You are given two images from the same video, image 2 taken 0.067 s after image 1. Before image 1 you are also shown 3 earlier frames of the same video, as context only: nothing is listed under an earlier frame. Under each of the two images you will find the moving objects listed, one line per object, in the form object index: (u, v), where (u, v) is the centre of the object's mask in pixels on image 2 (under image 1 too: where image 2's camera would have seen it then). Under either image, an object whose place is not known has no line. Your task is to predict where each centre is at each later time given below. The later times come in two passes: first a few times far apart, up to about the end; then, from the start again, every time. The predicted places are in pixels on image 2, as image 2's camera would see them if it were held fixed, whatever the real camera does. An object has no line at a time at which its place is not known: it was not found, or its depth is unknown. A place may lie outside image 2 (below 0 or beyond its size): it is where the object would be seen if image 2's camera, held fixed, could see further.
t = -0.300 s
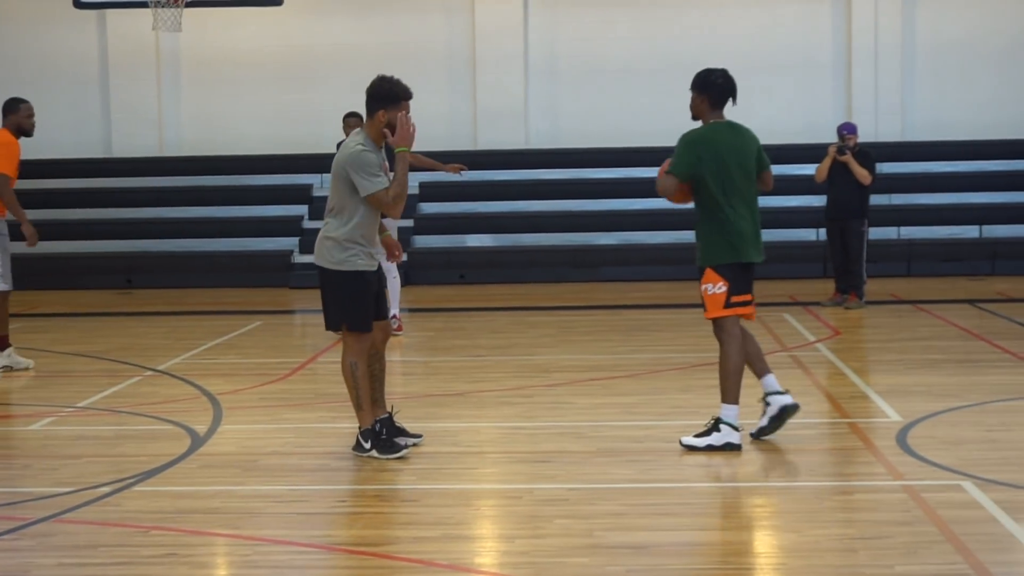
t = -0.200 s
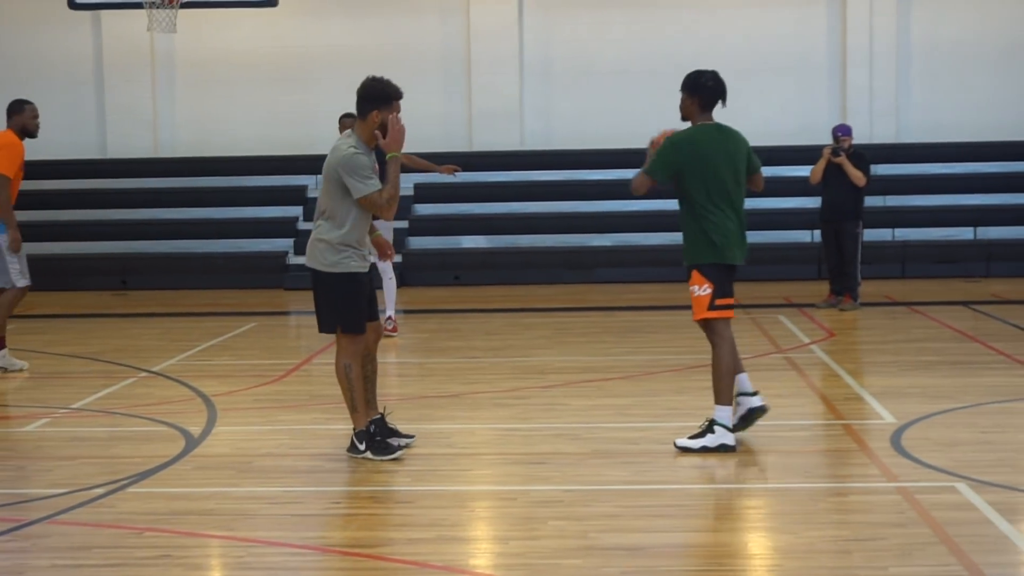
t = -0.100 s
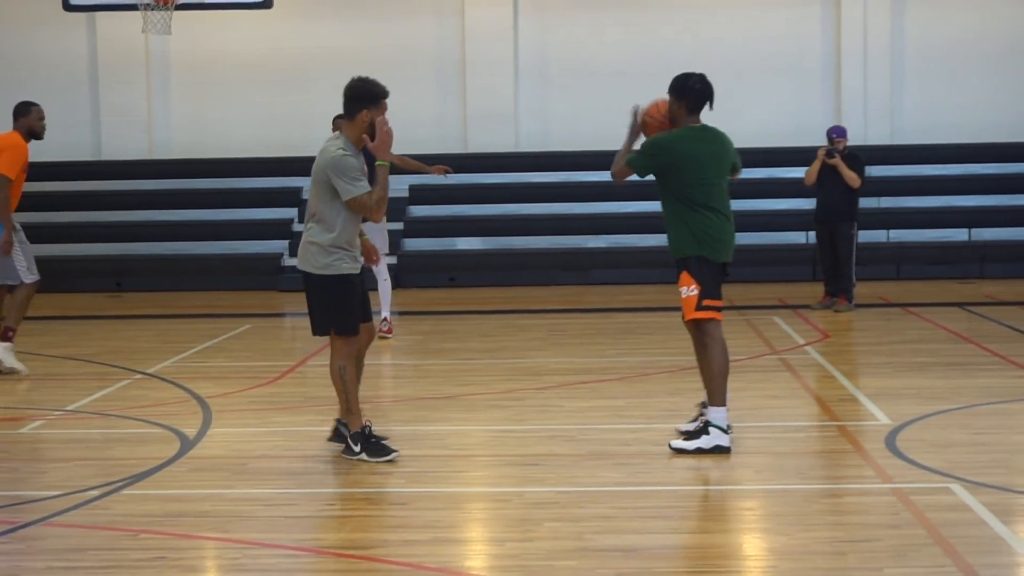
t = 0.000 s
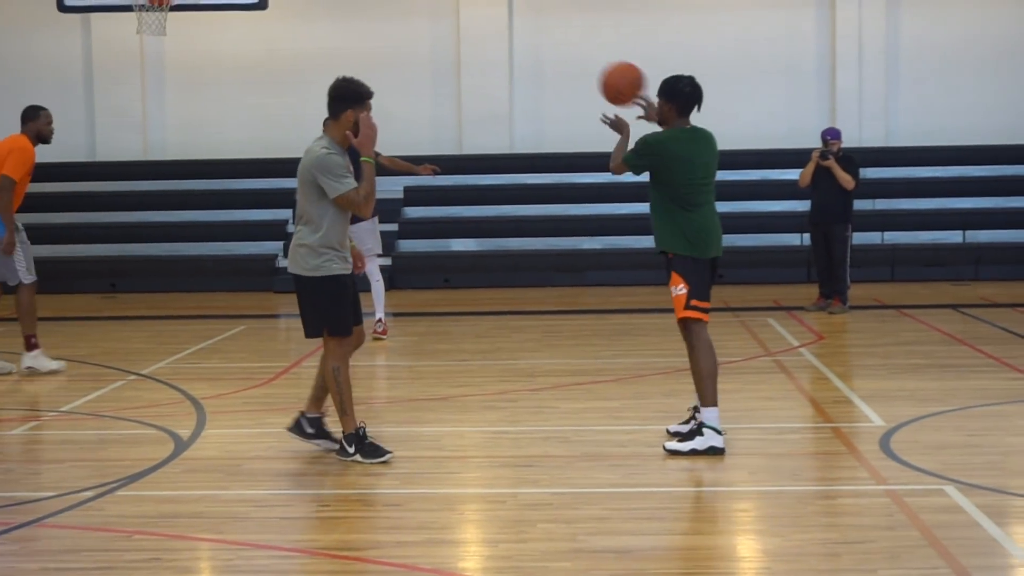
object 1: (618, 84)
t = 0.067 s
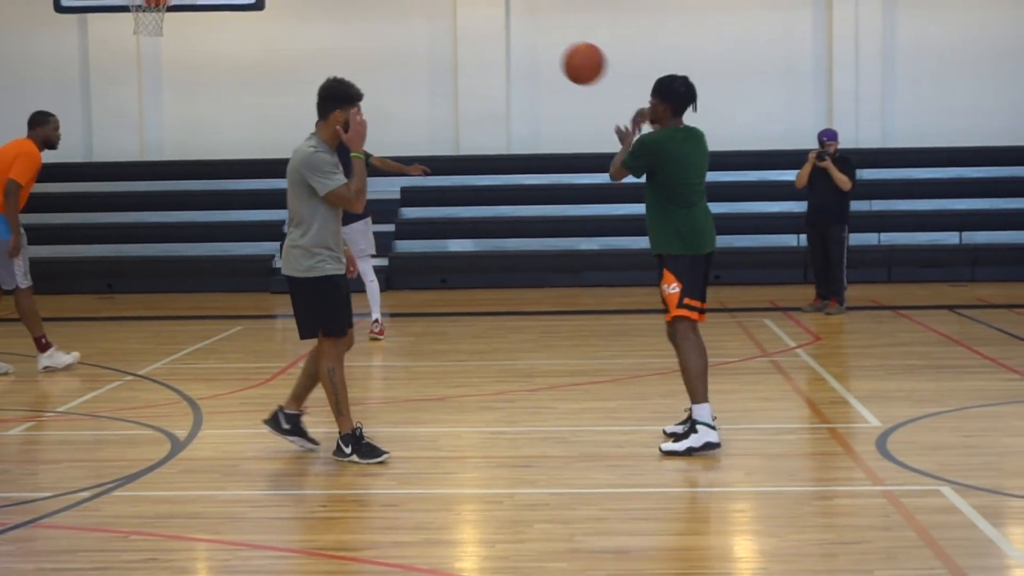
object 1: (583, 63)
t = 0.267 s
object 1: (497, 54)
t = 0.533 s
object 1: (416, 128)
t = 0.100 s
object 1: (567, 57)
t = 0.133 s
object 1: (552, 52)
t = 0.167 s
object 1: (537, 50)
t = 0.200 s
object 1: (523, 49)
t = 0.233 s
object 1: (510, 50)
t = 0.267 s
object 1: (497, 54)
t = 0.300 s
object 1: (485, 58)
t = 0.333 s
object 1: (473, 64)
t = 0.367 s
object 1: (463, 72)
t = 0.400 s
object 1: (452, 80)
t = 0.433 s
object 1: (442, 91)
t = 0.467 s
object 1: (433, 102)
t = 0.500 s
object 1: (424, 115)
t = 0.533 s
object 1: (416, 128)
